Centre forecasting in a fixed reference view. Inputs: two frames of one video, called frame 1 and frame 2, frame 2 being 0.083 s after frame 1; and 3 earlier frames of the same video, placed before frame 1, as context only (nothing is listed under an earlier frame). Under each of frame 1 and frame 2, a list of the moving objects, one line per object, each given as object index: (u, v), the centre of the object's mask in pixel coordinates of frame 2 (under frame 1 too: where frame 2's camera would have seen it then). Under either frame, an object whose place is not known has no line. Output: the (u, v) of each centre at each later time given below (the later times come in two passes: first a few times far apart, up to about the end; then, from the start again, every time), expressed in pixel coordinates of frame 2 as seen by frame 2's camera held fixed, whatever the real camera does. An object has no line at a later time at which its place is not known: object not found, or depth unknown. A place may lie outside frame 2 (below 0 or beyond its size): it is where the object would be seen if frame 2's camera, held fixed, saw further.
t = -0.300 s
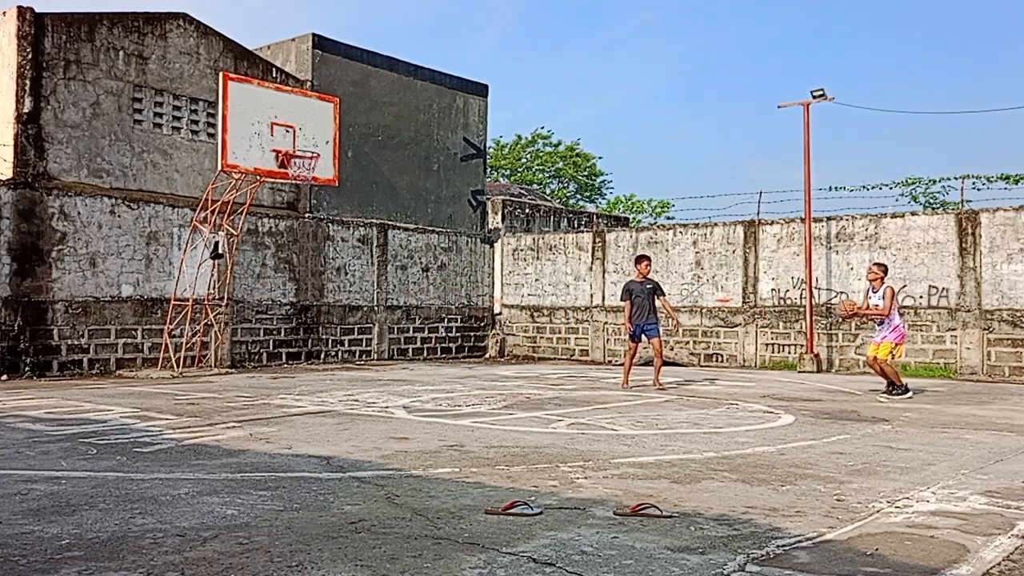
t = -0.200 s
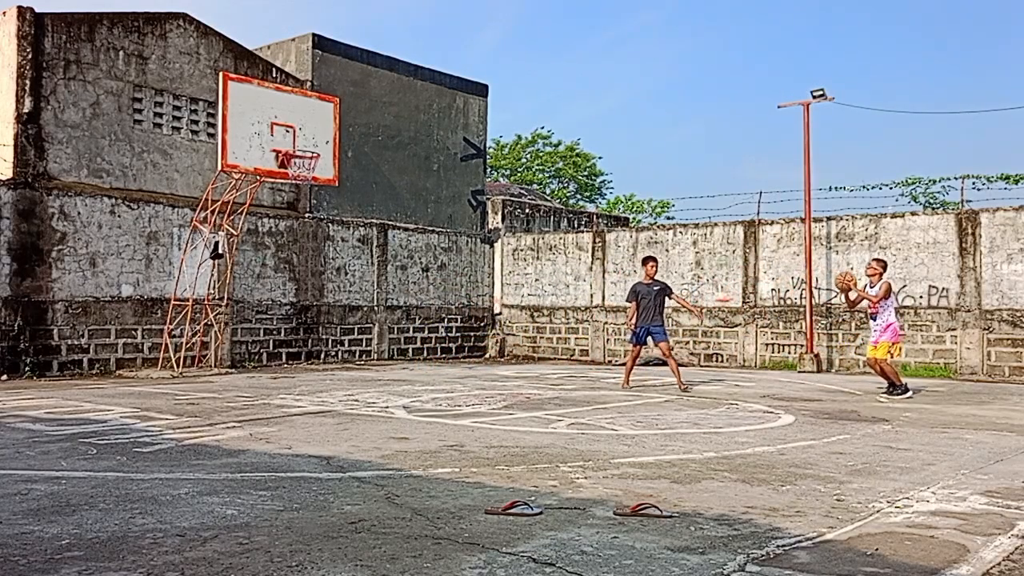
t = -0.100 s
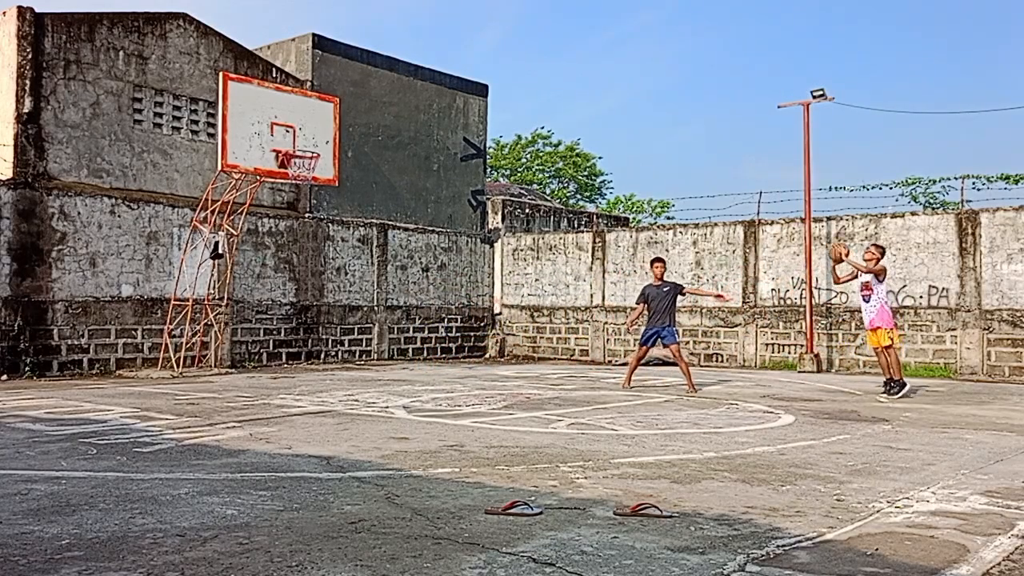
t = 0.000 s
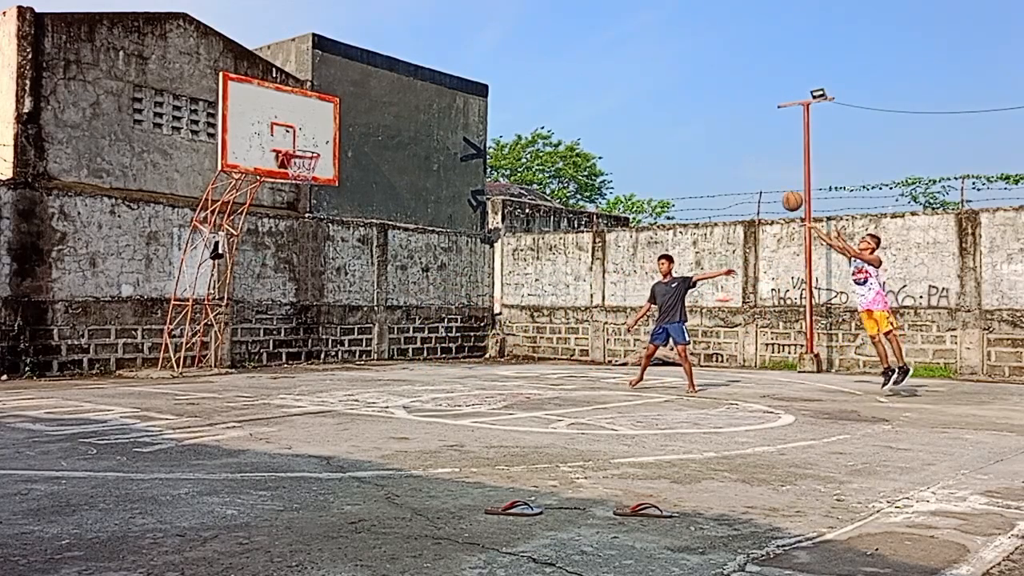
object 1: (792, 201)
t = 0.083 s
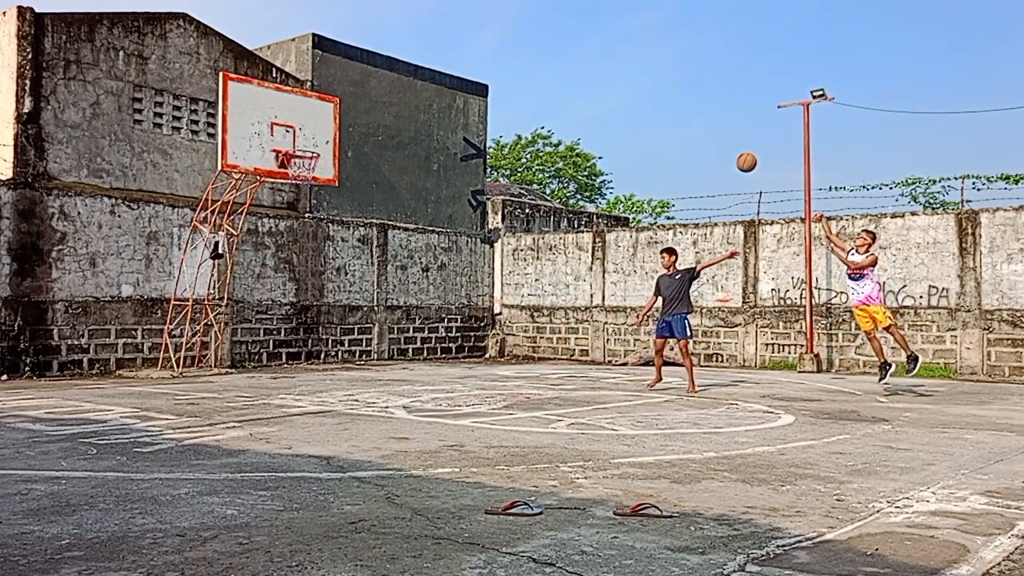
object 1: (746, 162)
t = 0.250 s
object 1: (658, 103)
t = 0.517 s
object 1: (528, 59)
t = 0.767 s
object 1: (415, 68)
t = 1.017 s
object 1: (310, 122)
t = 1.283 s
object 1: (313, 174)
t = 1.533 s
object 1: (305, 192)
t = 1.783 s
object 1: (299, 252)
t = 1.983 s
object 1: (295, 332)
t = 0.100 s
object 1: (737, 155)
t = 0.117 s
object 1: (728, 148)
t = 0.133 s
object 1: (719, 141)
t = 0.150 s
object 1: (710, 135)
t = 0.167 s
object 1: (702, 129)
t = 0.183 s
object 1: (693, 124)
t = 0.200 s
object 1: (684, 118)
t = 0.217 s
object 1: (675, 113)
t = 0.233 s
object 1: (667, 108)
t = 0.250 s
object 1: (658, 103)
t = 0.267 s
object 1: (650, 99)
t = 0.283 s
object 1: (641, 94)
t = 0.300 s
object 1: (633, 91)
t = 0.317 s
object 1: (624, 87)
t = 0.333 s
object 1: (616, 83)
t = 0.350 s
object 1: (608, 80)
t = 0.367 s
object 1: (600, 76)
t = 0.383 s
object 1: (592, 74)
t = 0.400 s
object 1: (583, 71)
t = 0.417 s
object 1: (576, 69)
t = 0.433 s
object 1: (567, 67)
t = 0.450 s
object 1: (559, 65)
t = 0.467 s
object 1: (551, 63)
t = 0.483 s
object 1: (543, 61)
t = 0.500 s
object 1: (536, 60)
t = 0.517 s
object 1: (528, 59)
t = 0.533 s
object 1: (520, 58)
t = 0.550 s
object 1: (512, 57)
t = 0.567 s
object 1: (505, 57)
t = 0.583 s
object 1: (497, 56)
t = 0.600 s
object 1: (489, 56)
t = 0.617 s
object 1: (482, 57)
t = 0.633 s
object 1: (474, 57)
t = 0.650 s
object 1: (467, 58)
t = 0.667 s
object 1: (459, 59)
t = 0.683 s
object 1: (452, 60)
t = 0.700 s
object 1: (444, 60)
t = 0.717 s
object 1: (437, 62)
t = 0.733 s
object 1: (430, 64)
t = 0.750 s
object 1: (422, 66)
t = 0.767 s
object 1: (415, 68)
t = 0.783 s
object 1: (407, 69)
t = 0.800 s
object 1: (400, 72)
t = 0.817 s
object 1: (393, 75)
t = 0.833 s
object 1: (385, 77)
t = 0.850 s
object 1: (378, 80)
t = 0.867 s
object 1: (371, 83)
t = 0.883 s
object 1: (364, 86)
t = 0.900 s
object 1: (357, 90)
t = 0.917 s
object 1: (350, 94)
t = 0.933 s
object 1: (343, 98)
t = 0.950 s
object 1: (337, 102)
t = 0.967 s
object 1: (330, 107)
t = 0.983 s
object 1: (324, 112)
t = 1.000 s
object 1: (317, 117)
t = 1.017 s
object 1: (310, 122)
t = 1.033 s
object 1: (303, 126)
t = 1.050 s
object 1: (296, 132)
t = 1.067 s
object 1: (292, 136)
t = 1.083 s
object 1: (293, 138)
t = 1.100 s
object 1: (295, 141)
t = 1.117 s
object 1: (296, 143)
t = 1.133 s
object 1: (298, 147)
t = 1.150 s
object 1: (300, 151)
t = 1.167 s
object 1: (301, 155)
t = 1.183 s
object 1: (302, 159)
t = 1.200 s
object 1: (303, 160)
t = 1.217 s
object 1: (307, 165)
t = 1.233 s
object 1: (310, 169)
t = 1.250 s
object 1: (311, 174)
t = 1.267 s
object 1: (312, 175)
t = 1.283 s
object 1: (313, 174)
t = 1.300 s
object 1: (313, 175)
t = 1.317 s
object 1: (311, 174)
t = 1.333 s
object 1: (311, 175)
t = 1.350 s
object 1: (311, 175)
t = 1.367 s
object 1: (310, 177)
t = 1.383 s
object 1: (310, 176)
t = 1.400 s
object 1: (310, 176)
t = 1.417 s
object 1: (308, 178)
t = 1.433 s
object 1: (308, 179)
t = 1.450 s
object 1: (307, 181)
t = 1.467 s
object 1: (308, 183)
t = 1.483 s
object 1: (307, 184)
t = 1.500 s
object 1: (307, 187)
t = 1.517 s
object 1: (306, 189)
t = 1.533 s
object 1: (305, 192)
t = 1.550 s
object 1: (305, 195)
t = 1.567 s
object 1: (305, 197)
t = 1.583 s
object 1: (304, 202)
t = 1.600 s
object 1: (304, 204)
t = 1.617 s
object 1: (304, 208)
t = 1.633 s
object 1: (303, 211)
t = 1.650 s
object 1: (302, 215)
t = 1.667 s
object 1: (302, 219)
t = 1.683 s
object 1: (303, 222)
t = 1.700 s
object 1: (302, 227)
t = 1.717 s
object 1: (302, 232)
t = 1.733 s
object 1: (301, 237)
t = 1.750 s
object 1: (300, 242)
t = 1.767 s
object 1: (300, 247)
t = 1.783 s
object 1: (299, 252)
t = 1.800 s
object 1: (299, 259)
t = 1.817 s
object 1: (299, 264)
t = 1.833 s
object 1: (298, 271)
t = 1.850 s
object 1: (298, 276)
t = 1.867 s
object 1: (298, 283)
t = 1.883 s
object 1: (297, 289)
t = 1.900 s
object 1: (297, 296)
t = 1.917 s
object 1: (297, 303)
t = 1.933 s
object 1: (296, 310)
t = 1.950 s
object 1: (296, 317)
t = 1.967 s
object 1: (296, 325)
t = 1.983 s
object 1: (295, 332)
